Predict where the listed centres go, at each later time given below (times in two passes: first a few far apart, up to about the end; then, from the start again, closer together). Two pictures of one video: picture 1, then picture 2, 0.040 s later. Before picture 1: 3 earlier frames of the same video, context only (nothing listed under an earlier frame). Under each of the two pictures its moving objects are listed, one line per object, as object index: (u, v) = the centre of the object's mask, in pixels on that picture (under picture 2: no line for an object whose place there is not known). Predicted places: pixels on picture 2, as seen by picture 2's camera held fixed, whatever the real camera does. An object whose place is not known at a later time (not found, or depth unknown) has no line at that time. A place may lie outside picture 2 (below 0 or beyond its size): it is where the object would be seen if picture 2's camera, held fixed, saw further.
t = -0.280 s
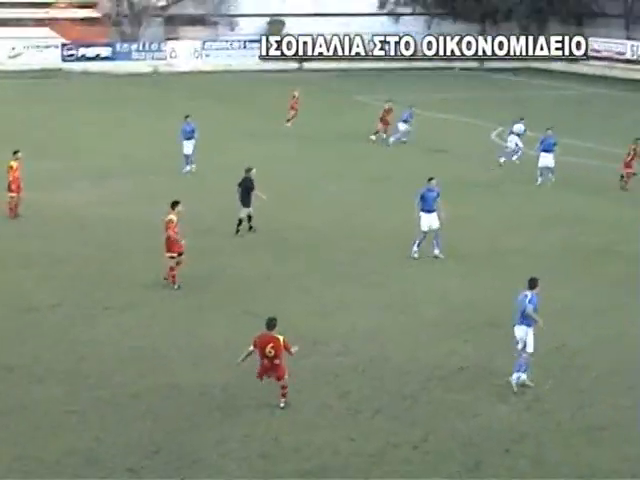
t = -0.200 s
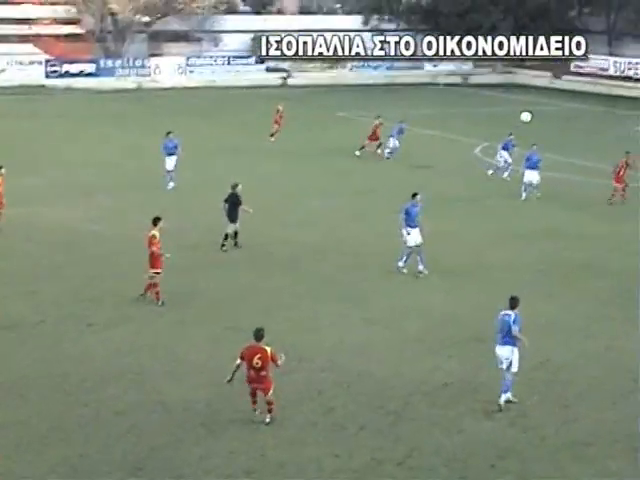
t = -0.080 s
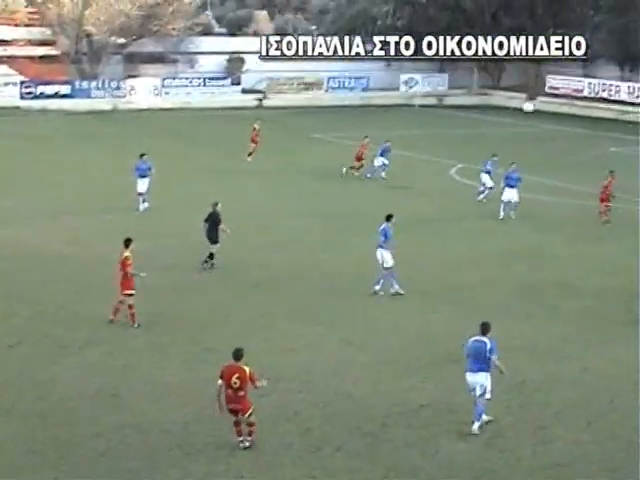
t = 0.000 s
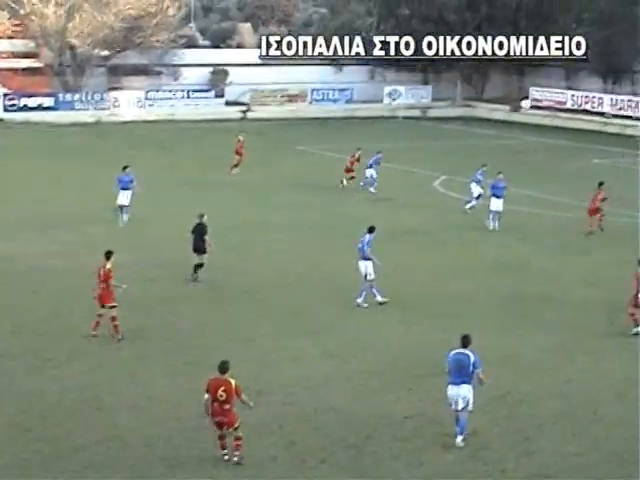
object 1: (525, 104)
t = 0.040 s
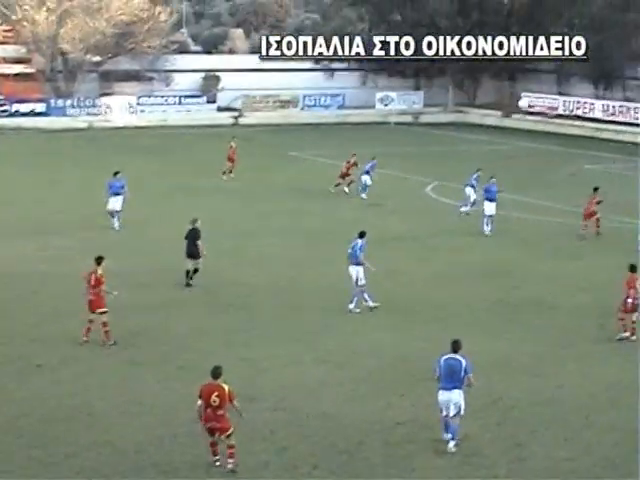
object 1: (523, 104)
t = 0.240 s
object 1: (545, 84)
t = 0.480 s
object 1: (560, 80)
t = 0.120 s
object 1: (534, 92)
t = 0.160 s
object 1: (537, 89)
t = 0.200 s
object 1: (541, 86)
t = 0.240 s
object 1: (545, 84)
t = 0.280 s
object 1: (549, 81)
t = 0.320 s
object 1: (552, 79)
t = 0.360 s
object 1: (554, 79)
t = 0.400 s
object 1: (556, 79)
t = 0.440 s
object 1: (558, 79)
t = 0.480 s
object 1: (560, 80)
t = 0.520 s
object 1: (561, 81)
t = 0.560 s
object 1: (562, 83)
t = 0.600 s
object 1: (563, 84)
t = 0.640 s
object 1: (564, 86)
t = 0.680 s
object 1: (565, 88)
